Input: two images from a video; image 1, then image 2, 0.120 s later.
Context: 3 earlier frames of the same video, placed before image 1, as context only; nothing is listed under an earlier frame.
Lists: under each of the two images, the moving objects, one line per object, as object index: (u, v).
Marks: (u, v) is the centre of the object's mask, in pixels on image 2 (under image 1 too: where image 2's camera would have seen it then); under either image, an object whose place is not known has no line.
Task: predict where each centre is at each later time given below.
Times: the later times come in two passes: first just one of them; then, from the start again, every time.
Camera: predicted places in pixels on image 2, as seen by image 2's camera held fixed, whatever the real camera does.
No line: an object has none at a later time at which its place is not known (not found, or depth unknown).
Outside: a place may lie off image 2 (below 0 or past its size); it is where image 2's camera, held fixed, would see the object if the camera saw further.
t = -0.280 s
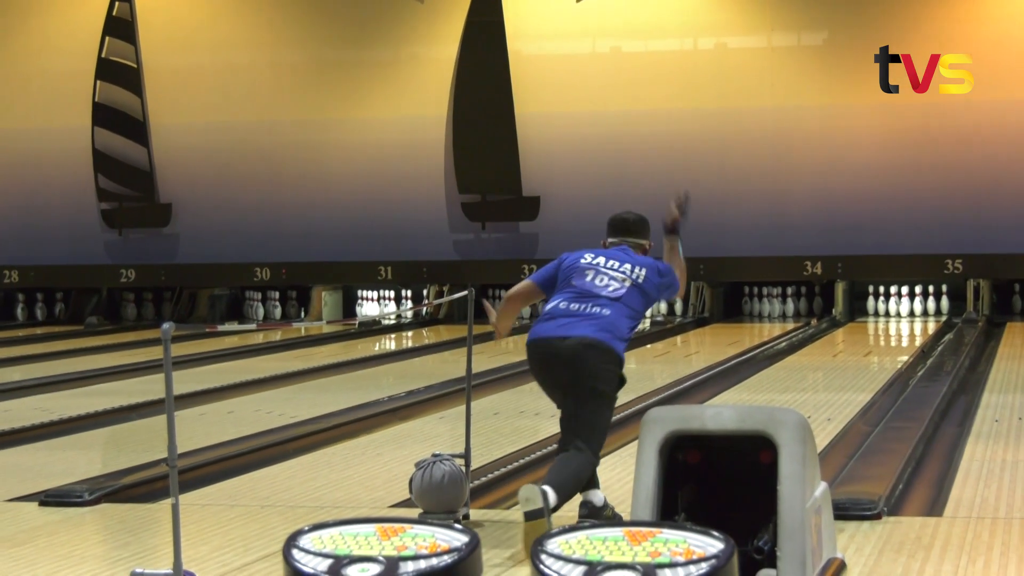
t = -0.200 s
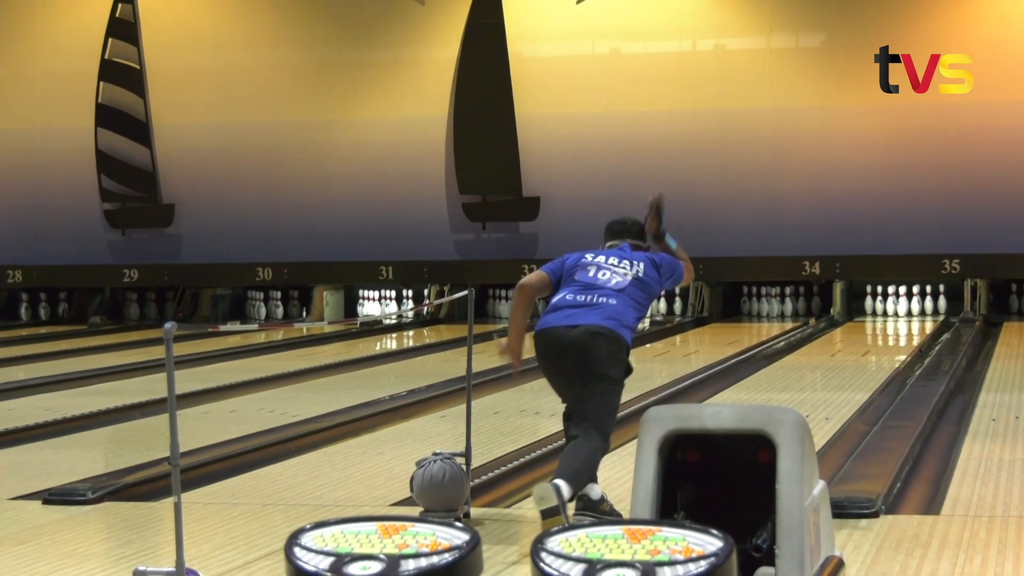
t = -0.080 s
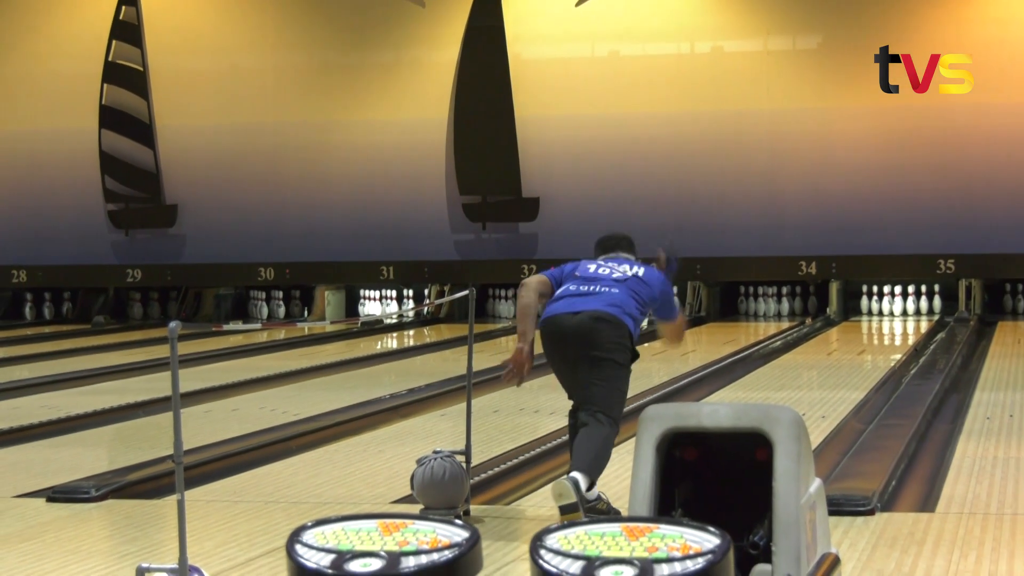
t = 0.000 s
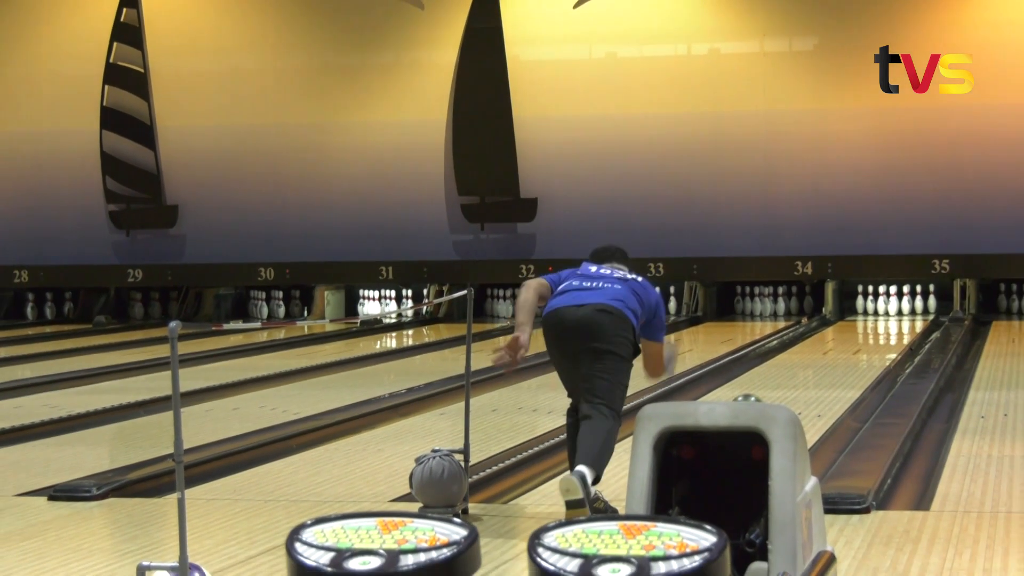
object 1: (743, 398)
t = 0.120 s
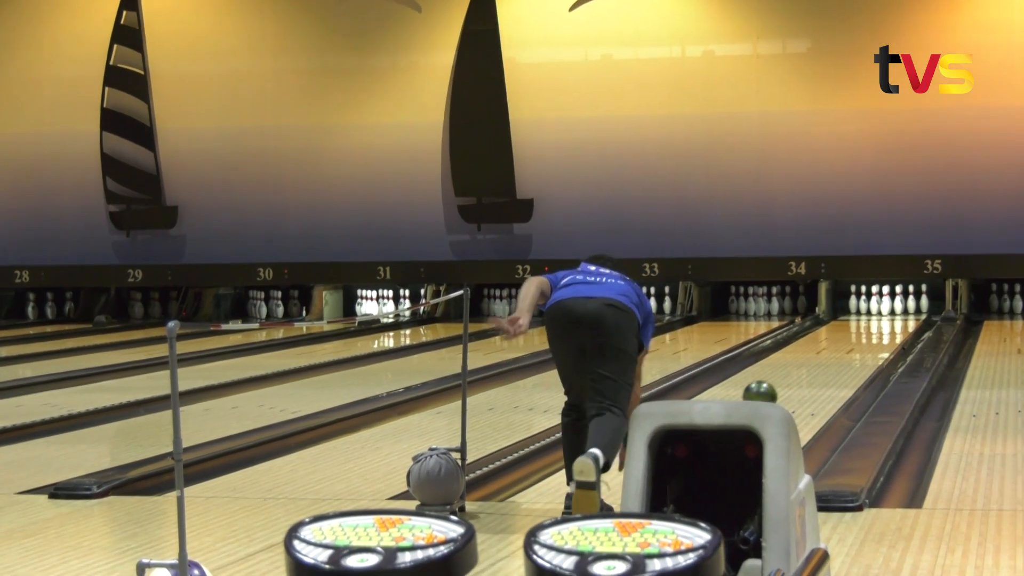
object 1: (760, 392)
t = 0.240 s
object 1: (775, 385)
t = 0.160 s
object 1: (766, 390)
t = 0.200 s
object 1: (771, 388)
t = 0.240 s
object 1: (775, 385)
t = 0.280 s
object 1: (780, 382)
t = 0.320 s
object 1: (784, 378)
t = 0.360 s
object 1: (788, 375)
